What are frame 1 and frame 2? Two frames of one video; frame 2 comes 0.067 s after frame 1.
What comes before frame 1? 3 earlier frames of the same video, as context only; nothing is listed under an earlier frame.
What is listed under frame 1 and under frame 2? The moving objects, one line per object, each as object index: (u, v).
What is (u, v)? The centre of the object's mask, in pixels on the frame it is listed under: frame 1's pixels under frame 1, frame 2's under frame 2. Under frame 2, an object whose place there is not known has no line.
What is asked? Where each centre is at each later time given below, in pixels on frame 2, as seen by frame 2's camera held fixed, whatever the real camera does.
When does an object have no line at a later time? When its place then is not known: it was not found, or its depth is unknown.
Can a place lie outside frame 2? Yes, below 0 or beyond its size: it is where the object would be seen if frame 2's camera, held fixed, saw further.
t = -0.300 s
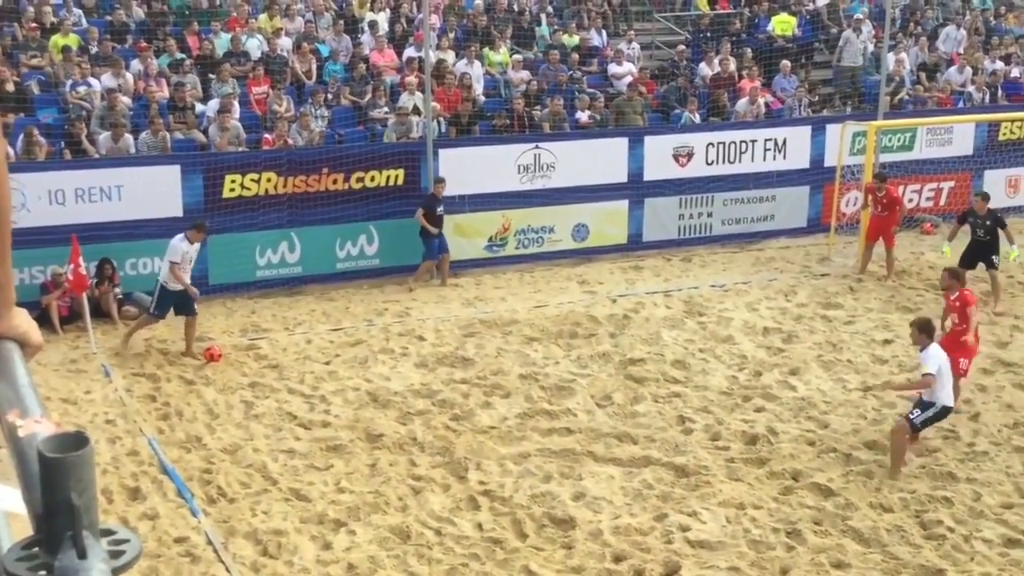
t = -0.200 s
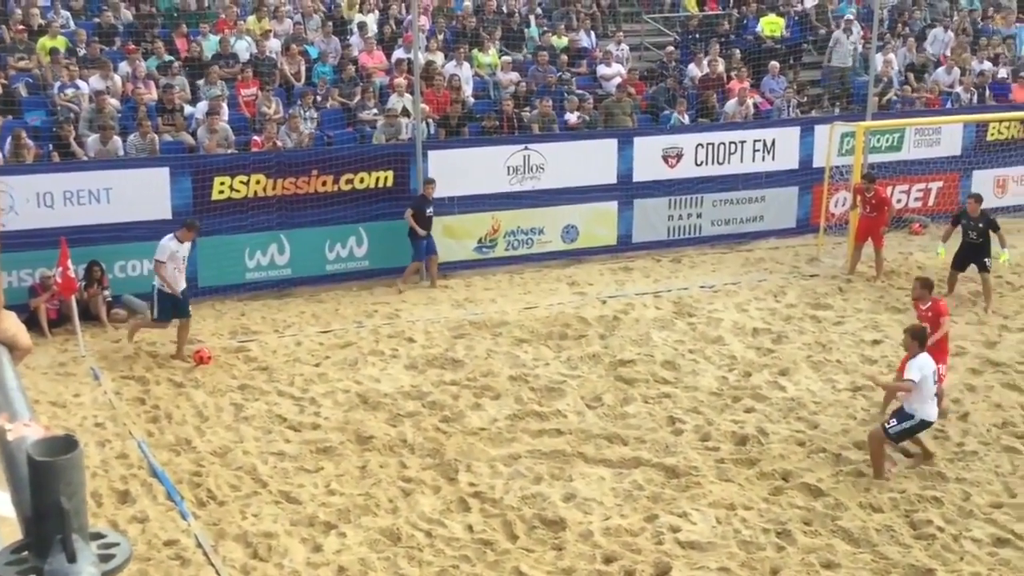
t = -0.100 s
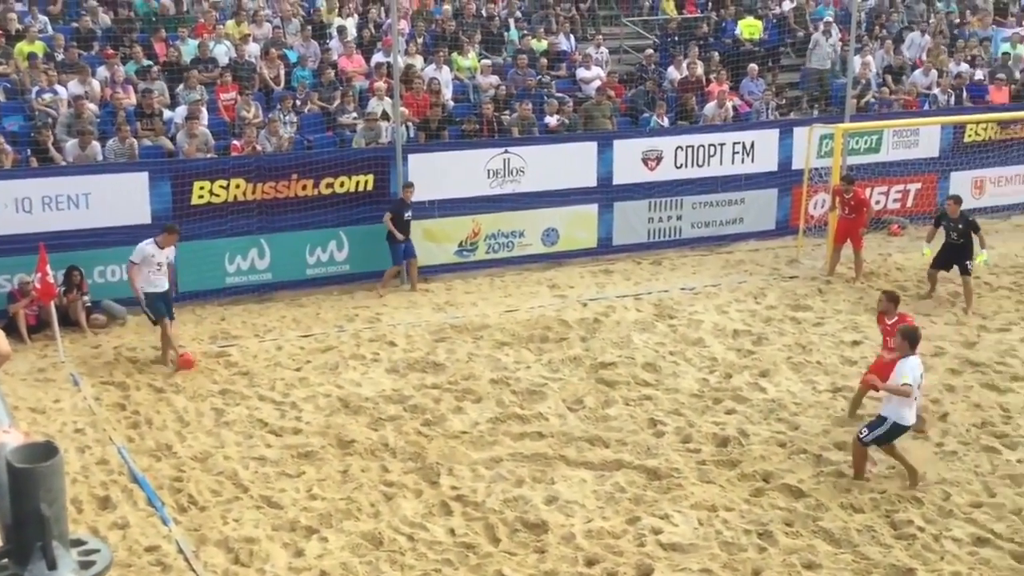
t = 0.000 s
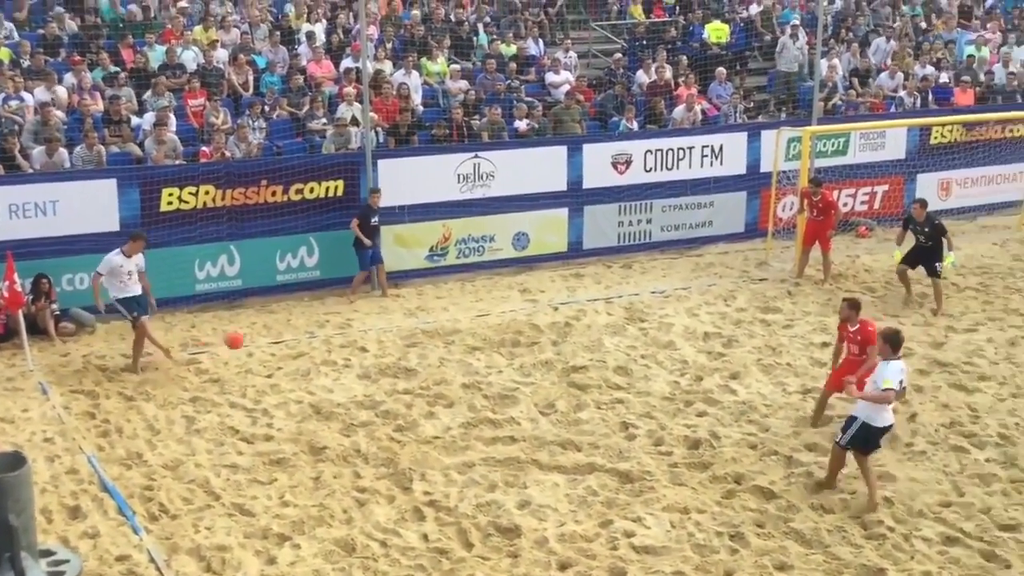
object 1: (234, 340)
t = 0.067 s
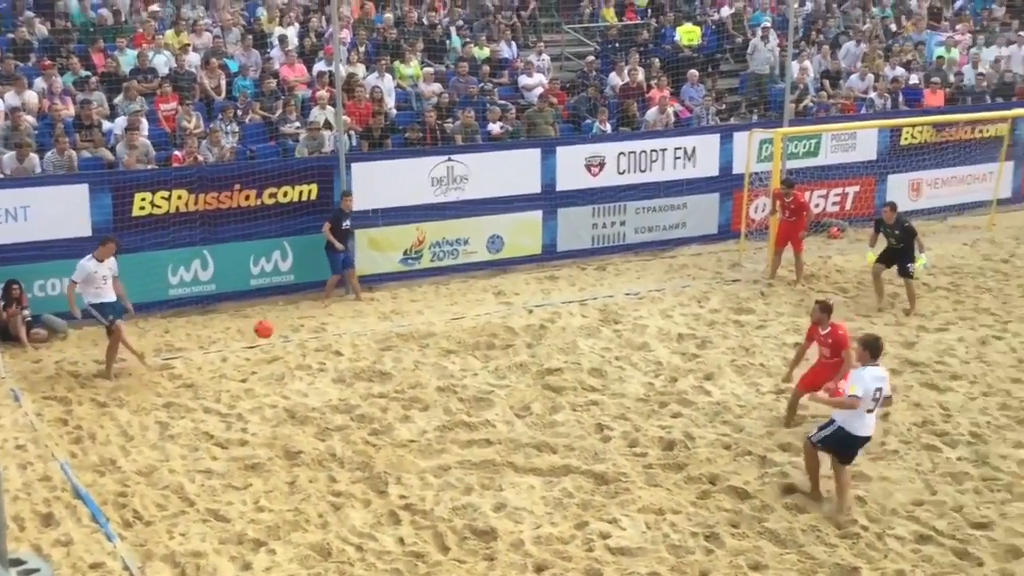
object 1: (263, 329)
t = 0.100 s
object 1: (292, 322)
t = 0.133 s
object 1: (321, 316)
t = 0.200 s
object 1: (382, 306)
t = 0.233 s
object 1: (413, 302)
